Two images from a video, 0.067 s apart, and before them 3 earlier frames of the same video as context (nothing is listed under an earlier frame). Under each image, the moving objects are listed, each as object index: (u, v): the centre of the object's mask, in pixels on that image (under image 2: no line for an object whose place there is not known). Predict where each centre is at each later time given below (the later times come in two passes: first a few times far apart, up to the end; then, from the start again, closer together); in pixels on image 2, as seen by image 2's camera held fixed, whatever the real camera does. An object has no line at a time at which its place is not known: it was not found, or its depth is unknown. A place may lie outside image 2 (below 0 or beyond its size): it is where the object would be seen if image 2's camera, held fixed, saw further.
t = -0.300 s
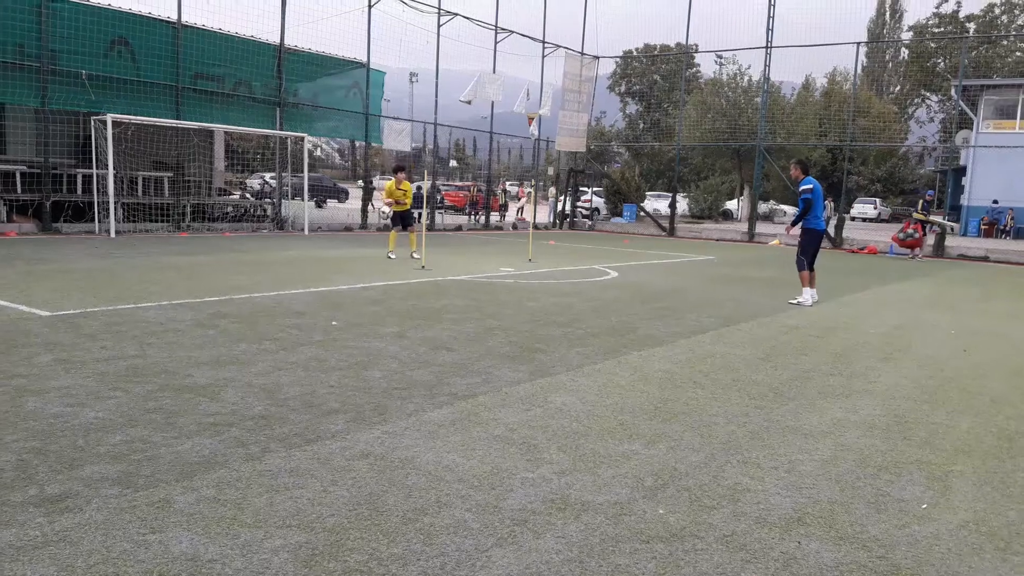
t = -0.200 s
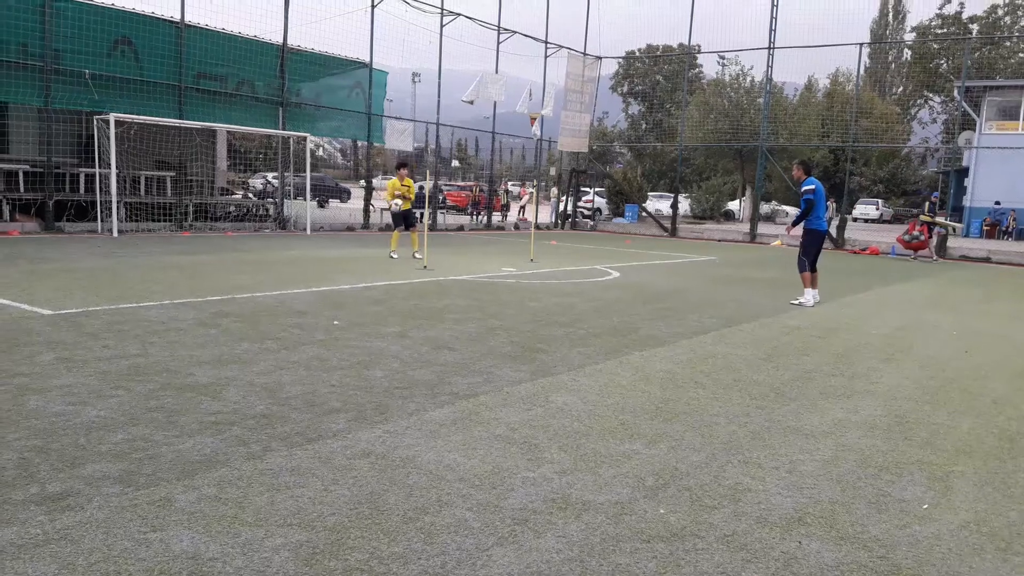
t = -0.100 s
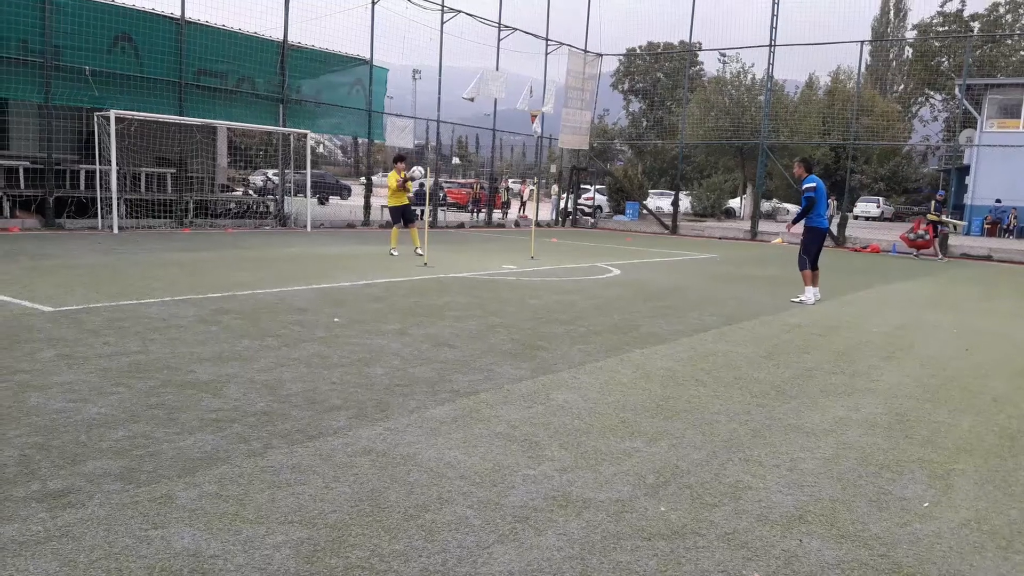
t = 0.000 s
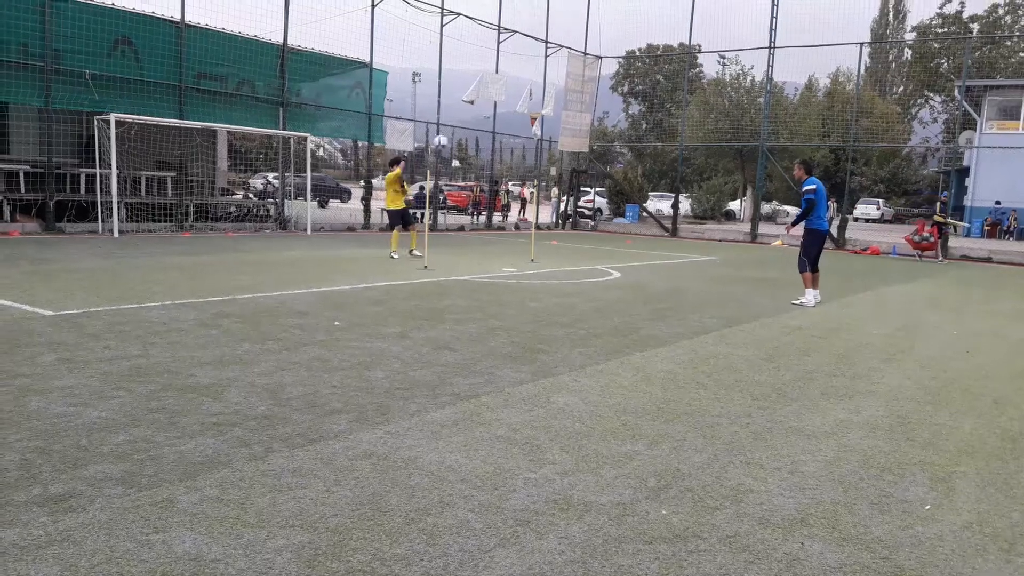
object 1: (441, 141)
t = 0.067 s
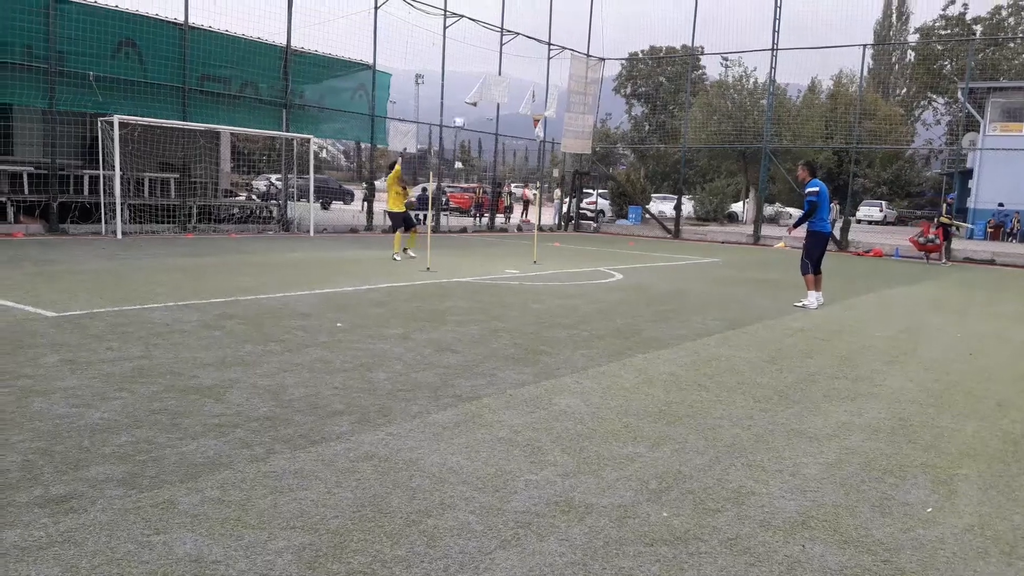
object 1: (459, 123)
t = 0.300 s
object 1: (516, 73)
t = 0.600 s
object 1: (590, 57)
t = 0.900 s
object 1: (666, 113)
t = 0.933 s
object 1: (674, 124)
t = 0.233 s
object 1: (499, 84)
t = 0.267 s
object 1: (507, 78)
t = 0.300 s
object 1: (516, 73)
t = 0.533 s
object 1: (574, 56)
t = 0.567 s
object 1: (582, 57)
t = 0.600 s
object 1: (590, 57)
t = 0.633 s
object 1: (598, 61)
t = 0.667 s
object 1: (608, 64)
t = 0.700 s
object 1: (616, 68)
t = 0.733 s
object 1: (625, 72)
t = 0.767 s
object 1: (633, 78)
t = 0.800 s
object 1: (641, 86)
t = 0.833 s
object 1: (650, 95)
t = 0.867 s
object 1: (658, 103)
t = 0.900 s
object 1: (666, 113)
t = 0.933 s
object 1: (674, 124)
